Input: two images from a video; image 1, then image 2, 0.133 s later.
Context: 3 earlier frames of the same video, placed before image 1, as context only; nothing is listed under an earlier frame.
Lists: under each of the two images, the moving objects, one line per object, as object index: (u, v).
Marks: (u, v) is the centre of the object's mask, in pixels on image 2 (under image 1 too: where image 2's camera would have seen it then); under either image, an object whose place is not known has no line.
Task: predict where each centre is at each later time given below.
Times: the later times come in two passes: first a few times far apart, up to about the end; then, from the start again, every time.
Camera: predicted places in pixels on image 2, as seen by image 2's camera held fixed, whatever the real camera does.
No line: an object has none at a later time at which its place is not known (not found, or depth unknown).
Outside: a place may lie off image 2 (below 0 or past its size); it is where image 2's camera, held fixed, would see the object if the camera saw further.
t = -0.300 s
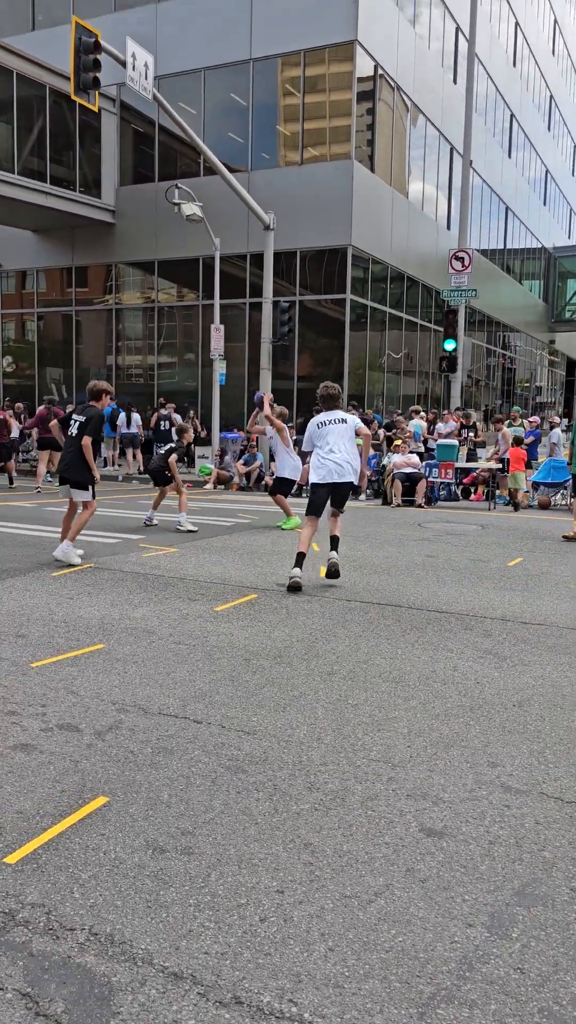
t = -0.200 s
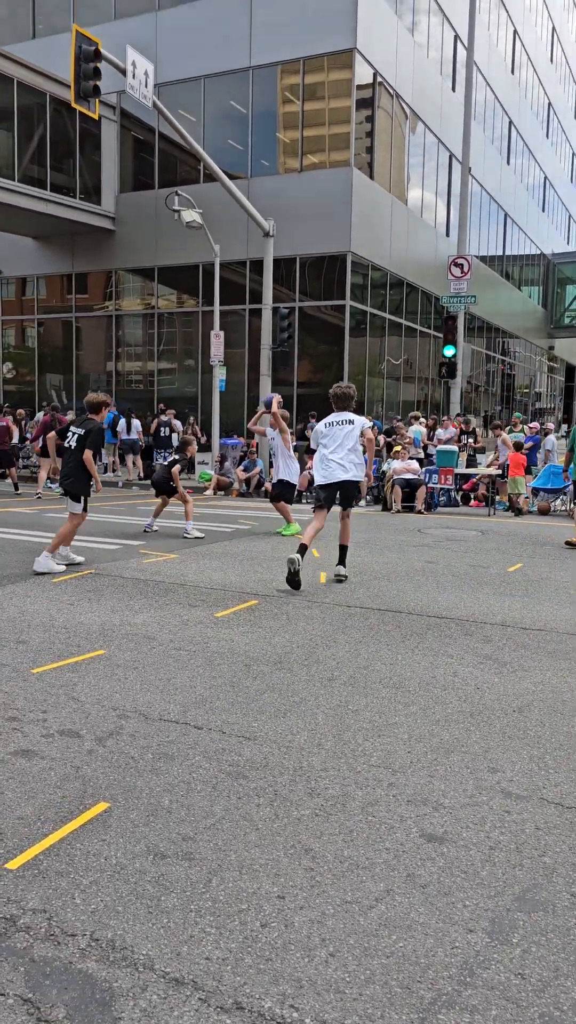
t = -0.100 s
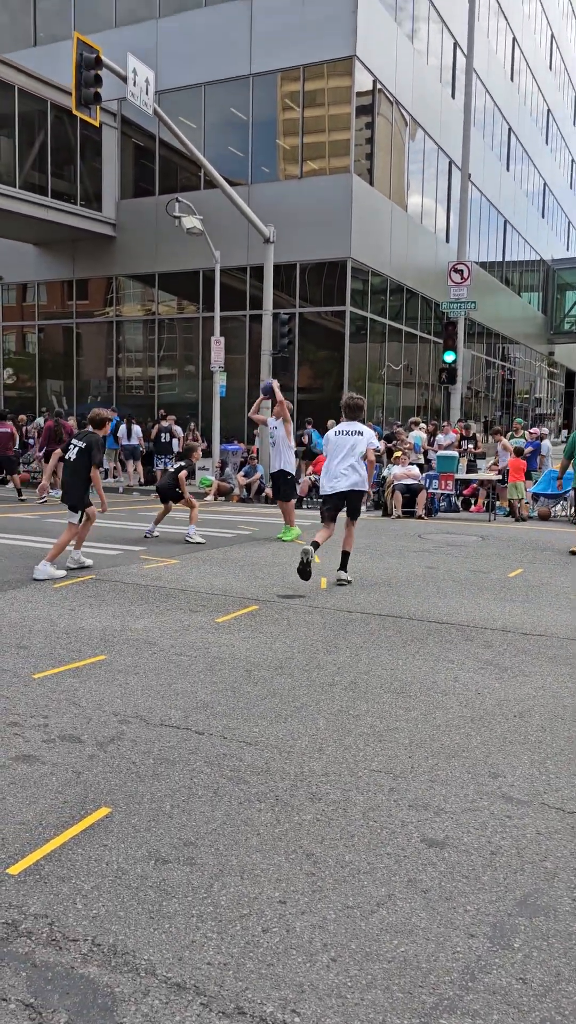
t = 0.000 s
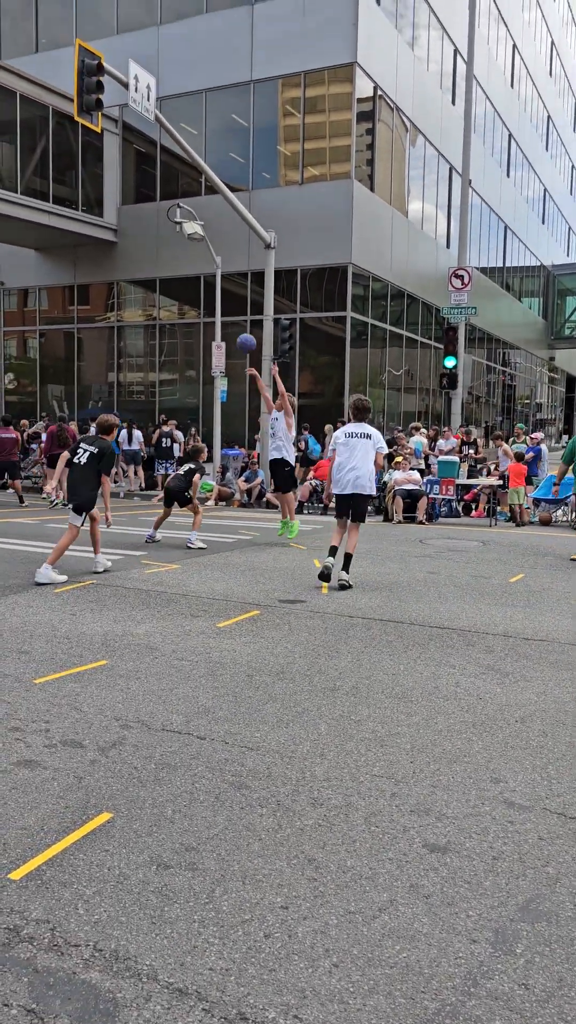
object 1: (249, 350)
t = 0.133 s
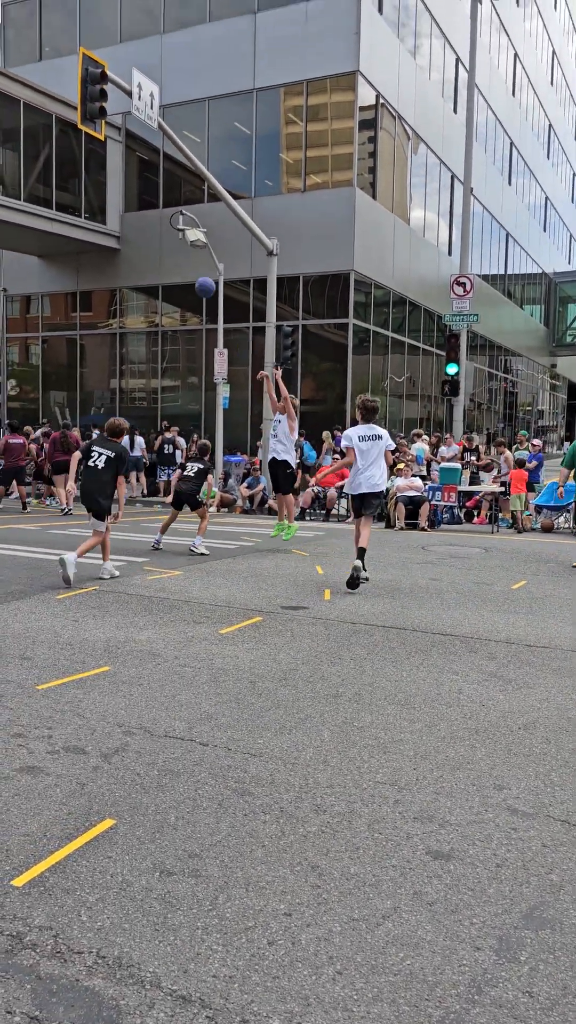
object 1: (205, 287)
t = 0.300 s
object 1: (148, 227)
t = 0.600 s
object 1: (37, 175)
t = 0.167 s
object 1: (194, 274)
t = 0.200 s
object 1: (183, 261)
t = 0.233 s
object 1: (171, 249)
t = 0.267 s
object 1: (159, 237)
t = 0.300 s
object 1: (148, 227)
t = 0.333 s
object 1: (136, 217)
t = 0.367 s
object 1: (124, 209)
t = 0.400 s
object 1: (112, 202)
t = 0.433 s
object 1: (100, 195)
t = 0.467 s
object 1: (87, 189)
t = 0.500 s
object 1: (75, 184)
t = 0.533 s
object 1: (63, 180)
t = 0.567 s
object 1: (50, 177)
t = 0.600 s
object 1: (37, 175)
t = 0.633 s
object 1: (24, 174)
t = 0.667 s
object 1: (12, 174)
